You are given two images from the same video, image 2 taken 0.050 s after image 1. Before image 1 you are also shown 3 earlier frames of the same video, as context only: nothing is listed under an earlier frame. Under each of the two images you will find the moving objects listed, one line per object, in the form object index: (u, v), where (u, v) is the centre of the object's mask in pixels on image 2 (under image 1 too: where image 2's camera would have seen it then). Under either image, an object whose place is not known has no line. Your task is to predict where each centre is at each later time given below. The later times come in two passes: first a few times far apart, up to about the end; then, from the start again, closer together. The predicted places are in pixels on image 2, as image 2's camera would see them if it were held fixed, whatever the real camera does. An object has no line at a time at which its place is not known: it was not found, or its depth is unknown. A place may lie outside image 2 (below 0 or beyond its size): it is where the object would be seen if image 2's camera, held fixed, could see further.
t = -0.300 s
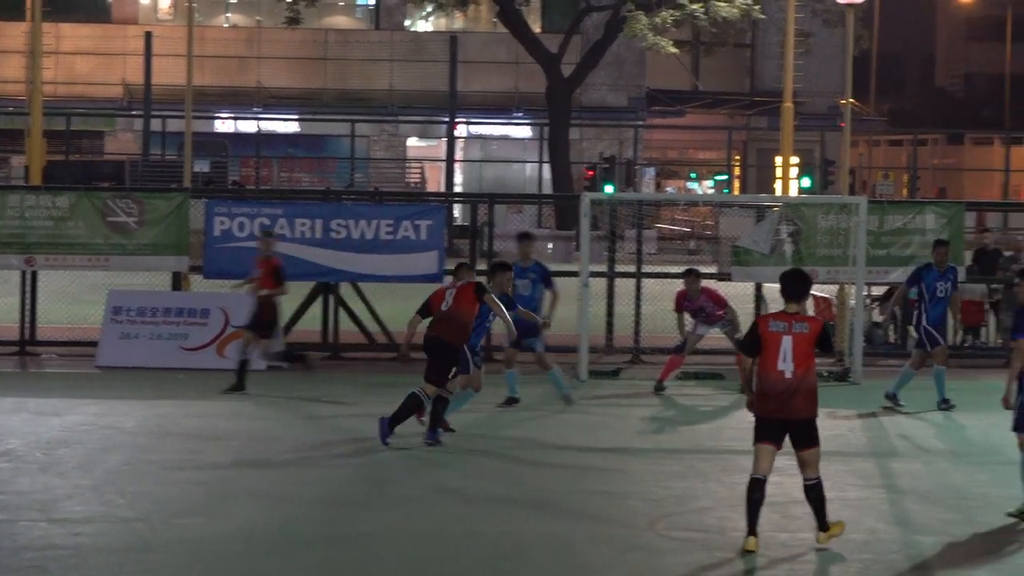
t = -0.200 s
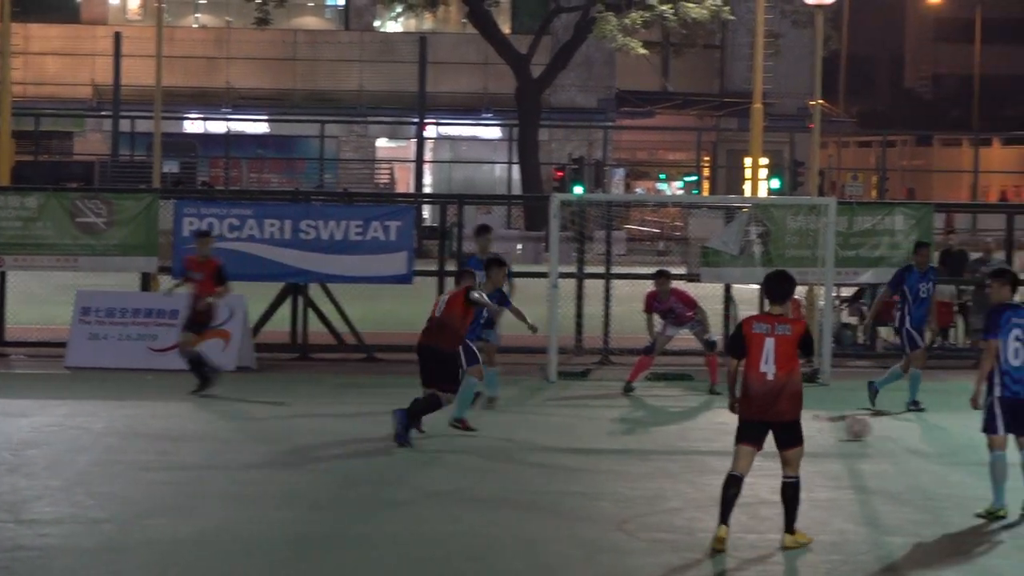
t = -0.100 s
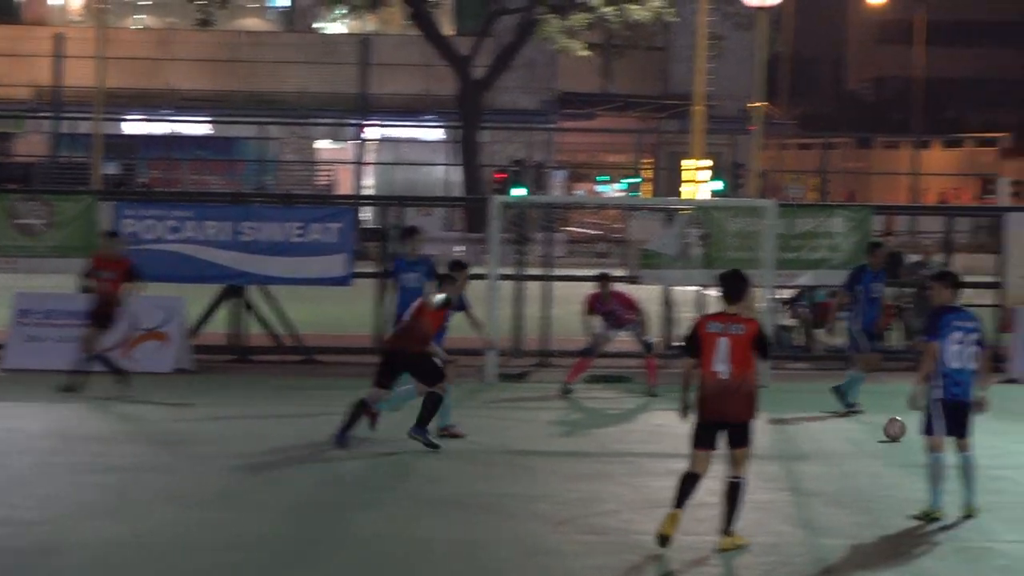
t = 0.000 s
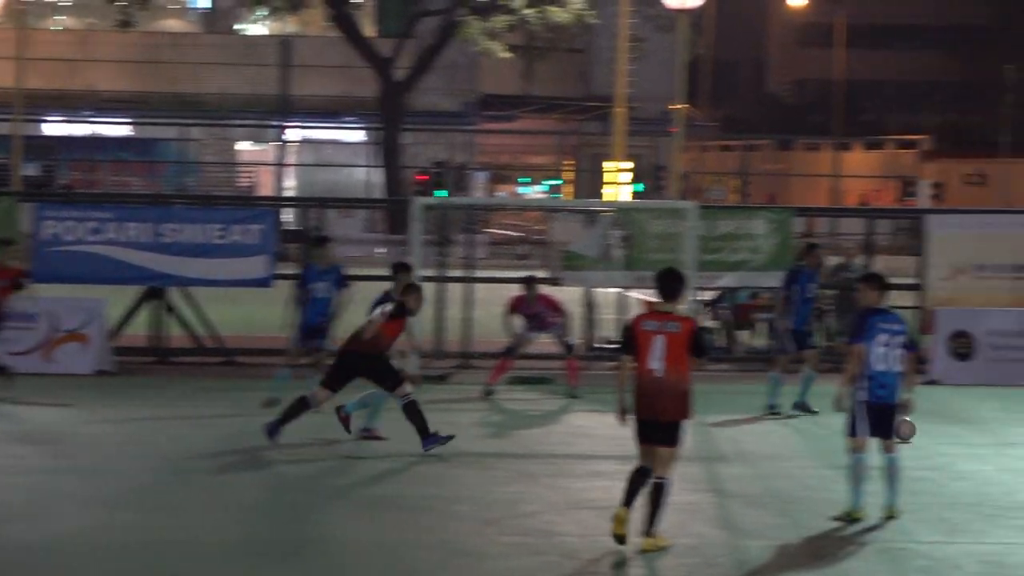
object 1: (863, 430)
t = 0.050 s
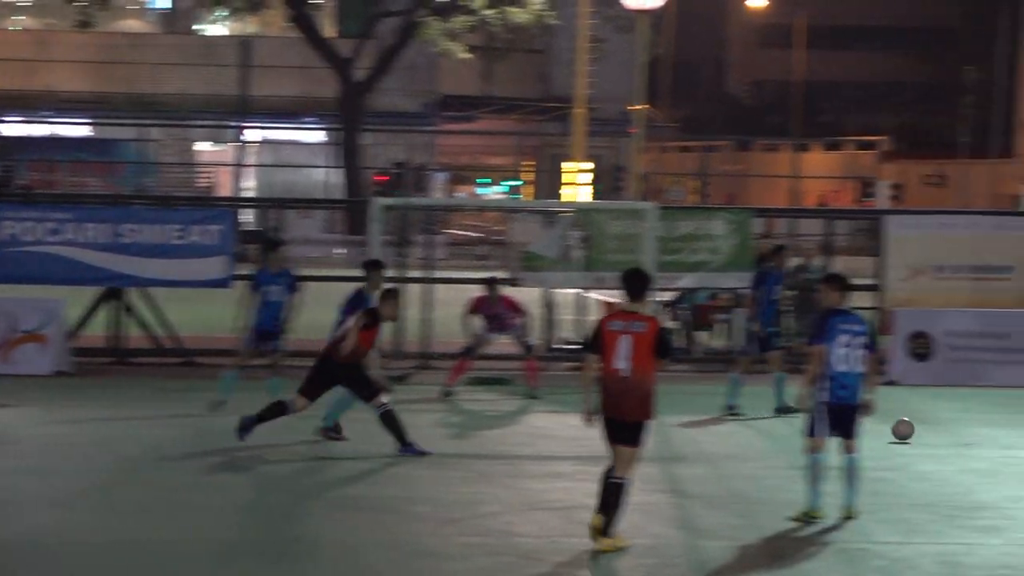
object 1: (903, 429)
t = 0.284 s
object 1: (1077, 432)
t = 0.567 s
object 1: (1285, 435)
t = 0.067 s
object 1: (915, 429)
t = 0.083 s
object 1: (928, 428)
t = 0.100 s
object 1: (941, 429)
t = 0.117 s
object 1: (954, 429)
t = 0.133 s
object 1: (966, 430)
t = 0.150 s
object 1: (979, 431)
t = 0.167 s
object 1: (992, 430)
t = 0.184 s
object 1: (1004, 430)
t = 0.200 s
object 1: (1016, 430)
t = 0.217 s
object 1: (1029, 430)
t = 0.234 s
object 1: (1040, 431)
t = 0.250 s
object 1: (1053, 432)
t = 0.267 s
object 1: (1065, 432)
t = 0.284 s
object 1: (1077, 432)
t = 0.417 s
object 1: (1175, 433)
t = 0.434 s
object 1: (1188, 433)
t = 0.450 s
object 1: (1200, 434)
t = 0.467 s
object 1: (1212, 433)
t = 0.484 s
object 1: (1224, 434)
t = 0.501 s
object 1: (1236, 434)
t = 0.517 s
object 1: (1248, 434)
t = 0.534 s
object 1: (1261, 435)
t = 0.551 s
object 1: (1273, 436)
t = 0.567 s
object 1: (1285, 435)
